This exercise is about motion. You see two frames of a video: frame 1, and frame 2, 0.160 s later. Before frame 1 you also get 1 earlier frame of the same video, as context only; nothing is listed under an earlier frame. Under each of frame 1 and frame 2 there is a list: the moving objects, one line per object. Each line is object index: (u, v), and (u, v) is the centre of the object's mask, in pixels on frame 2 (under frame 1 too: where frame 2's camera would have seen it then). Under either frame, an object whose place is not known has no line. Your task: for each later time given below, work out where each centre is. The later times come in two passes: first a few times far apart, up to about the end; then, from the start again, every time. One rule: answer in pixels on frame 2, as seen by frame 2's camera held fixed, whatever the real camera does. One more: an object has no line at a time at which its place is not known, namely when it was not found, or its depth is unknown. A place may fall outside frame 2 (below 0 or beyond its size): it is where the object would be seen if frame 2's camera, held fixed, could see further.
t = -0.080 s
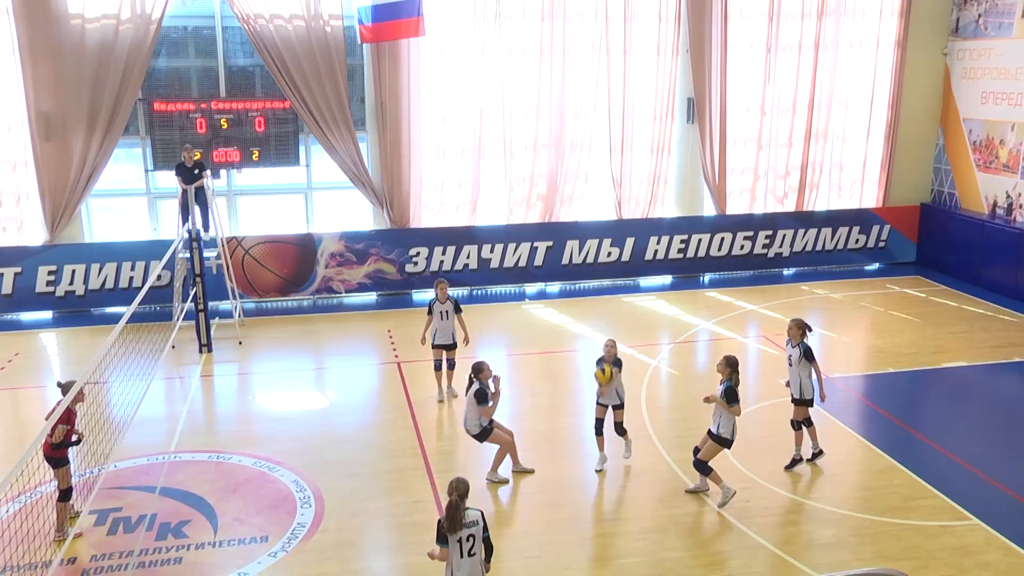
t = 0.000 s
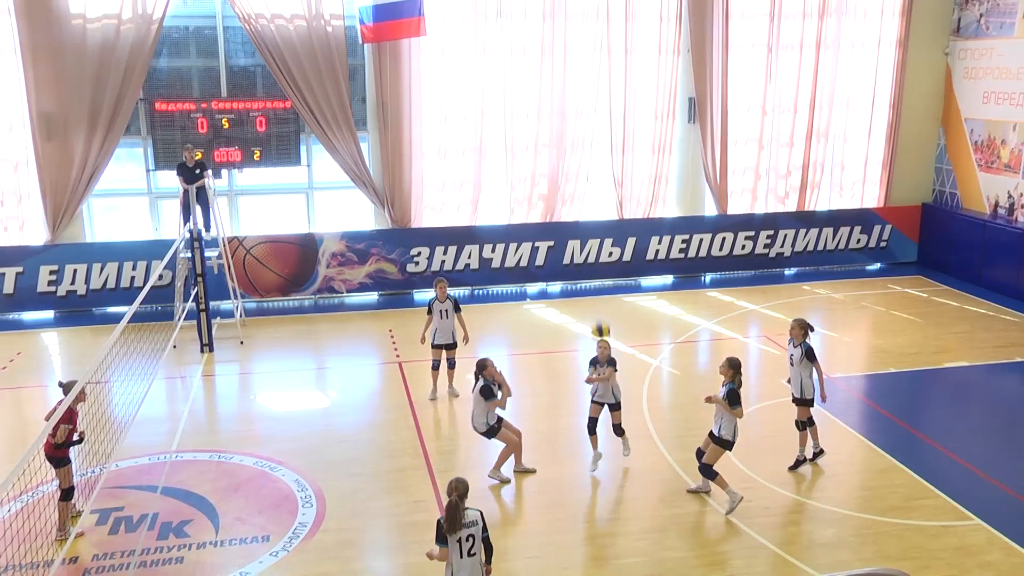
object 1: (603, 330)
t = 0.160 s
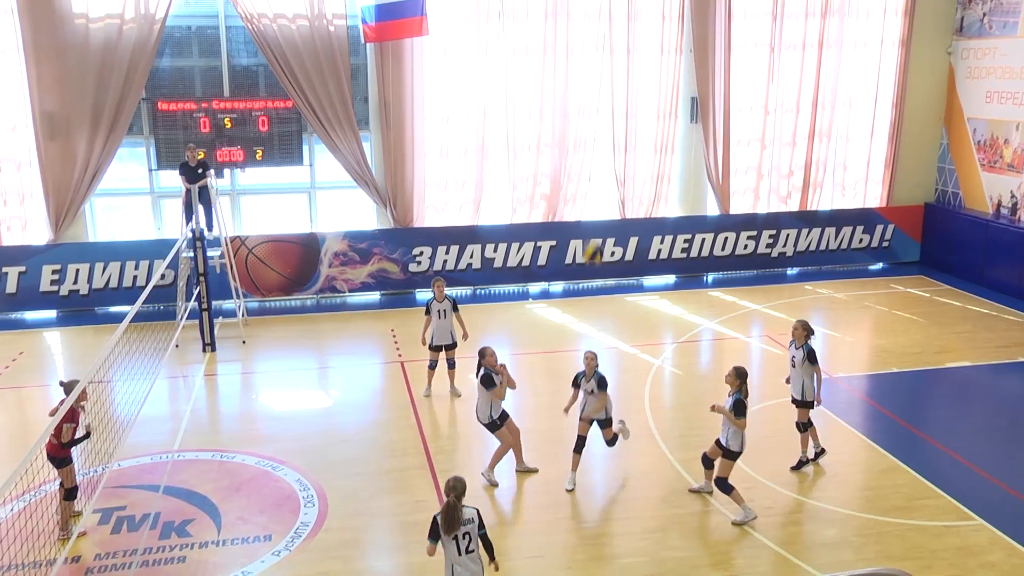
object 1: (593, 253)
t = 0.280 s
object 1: (583, 206)
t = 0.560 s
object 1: (560, 151)
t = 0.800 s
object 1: (536, 174)
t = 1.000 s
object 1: (514, 252)
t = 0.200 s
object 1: (589, 234)
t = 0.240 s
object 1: (587, 222)
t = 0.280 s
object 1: (583, 206)
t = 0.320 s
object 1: (580, 194)
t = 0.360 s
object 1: (577, 183)
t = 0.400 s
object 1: (574, 174)
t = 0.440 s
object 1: (570, 165)
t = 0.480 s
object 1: (567, 159)
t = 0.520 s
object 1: (563, 154)
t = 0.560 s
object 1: (560, 151)
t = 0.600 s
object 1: (556, 150)
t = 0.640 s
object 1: (552, 150)
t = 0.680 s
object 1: (548, 153)
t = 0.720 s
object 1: (544, 158)
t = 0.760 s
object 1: (540, 165)
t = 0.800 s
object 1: (536, 174)
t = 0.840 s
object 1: (532, 185)
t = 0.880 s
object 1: (528, 199)
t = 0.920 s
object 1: (523, 215)
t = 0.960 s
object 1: (519, 234)
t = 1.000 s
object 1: (514, 252)
